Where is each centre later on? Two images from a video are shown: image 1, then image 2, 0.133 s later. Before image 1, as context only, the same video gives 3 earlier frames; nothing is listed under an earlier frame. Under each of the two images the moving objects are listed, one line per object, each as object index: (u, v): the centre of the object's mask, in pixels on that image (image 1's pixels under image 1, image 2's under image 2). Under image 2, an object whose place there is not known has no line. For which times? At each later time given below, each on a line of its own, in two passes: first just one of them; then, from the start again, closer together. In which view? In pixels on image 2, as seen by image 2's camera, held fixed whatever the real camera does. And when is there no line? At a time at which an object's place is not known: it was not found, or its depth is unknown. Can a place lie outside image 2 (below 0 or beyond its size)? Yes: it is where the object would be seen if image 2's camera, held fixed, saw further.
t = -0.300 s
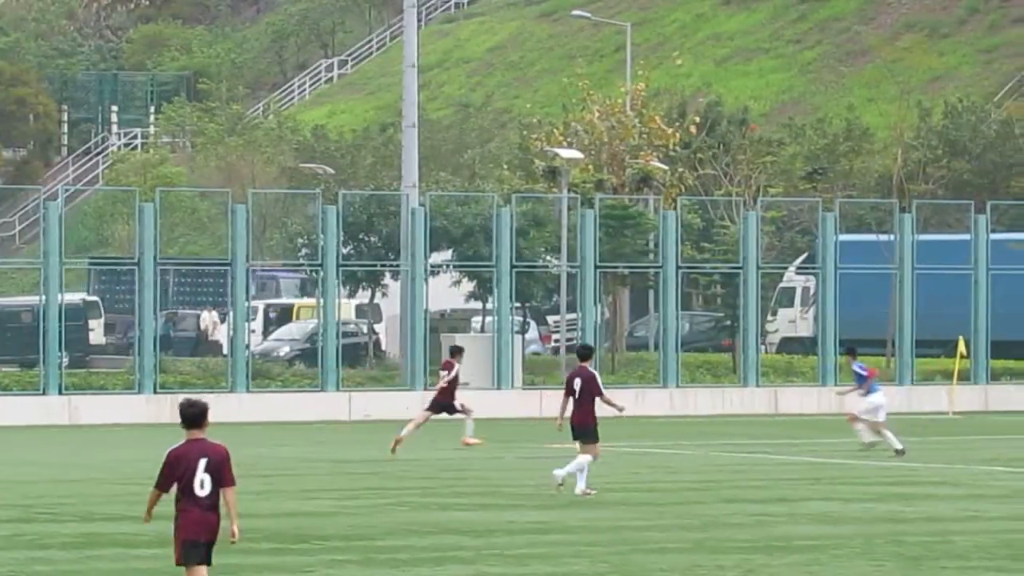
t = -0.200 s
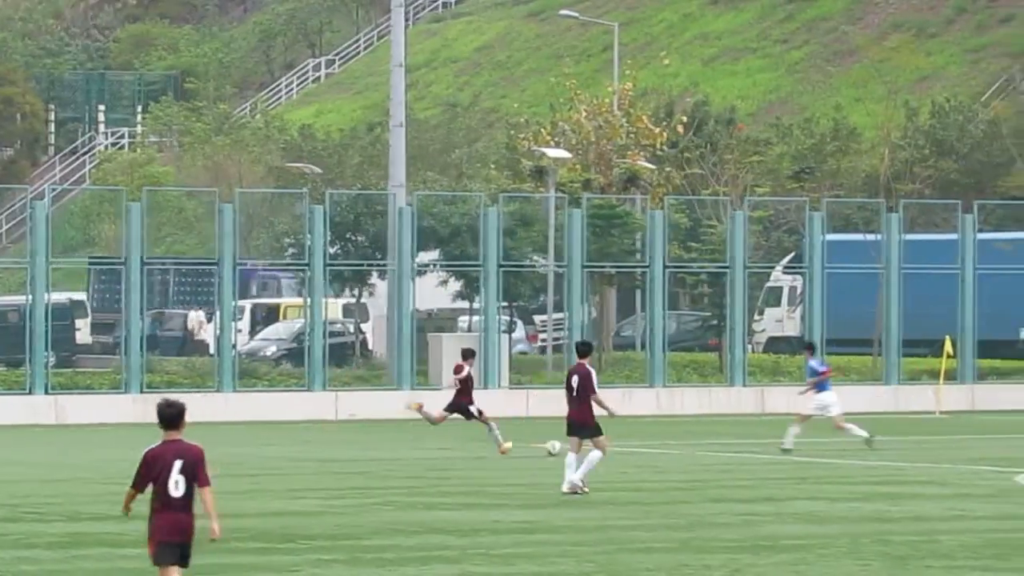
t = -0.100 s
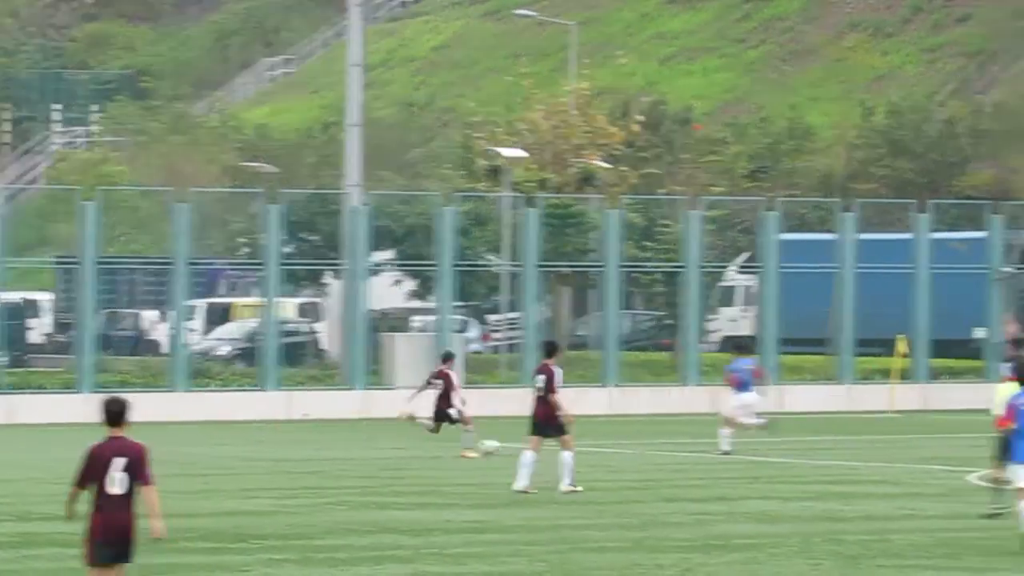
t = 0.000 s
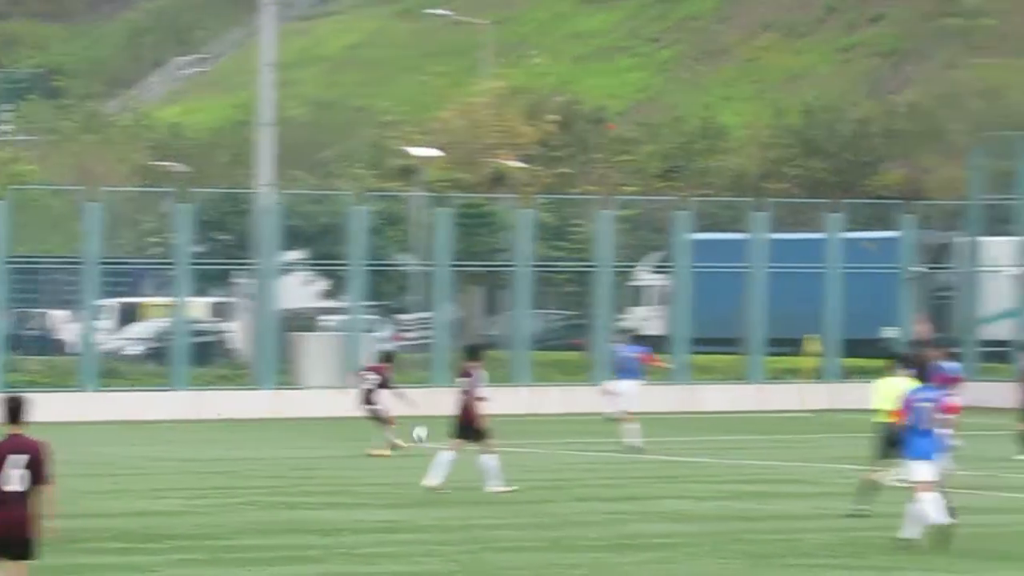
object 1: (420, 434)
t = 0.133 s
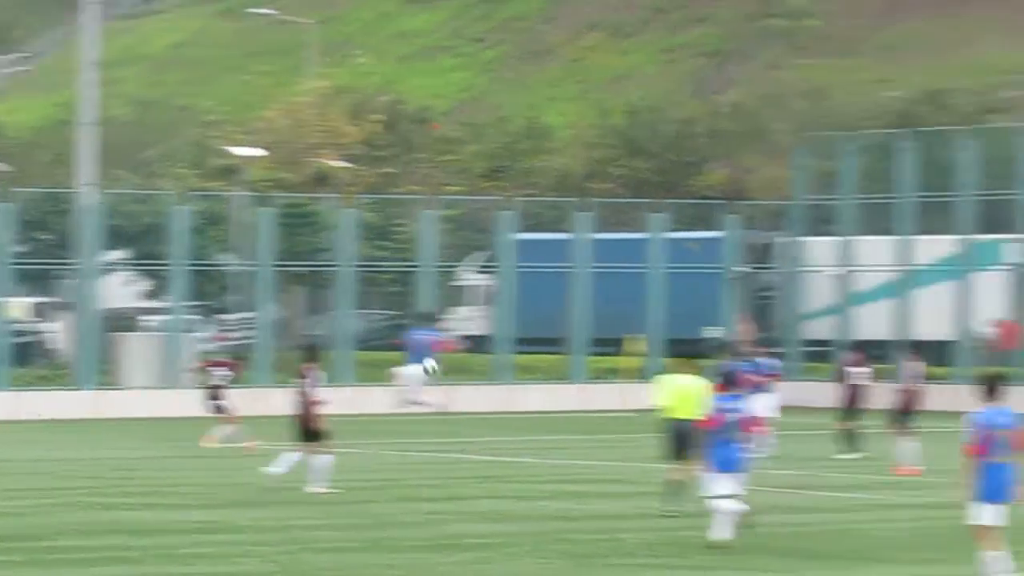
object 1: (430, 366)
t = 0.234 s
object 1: (562, 320)
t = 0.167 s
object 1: (474, 349)
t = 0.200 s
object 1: (518, 335)
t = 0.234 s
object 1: (562, 320)
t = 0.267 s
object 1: (604, 306)
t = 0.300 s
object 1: (647, 293)
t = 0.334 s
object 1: (690, 281)
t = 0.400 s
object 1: (774, 258)
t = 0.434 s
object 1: (817, 250)
